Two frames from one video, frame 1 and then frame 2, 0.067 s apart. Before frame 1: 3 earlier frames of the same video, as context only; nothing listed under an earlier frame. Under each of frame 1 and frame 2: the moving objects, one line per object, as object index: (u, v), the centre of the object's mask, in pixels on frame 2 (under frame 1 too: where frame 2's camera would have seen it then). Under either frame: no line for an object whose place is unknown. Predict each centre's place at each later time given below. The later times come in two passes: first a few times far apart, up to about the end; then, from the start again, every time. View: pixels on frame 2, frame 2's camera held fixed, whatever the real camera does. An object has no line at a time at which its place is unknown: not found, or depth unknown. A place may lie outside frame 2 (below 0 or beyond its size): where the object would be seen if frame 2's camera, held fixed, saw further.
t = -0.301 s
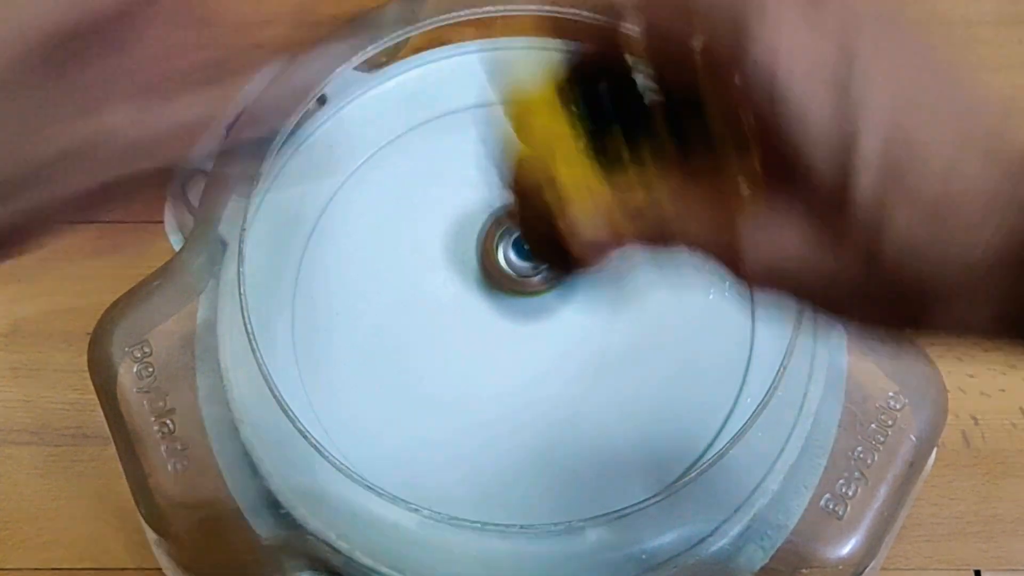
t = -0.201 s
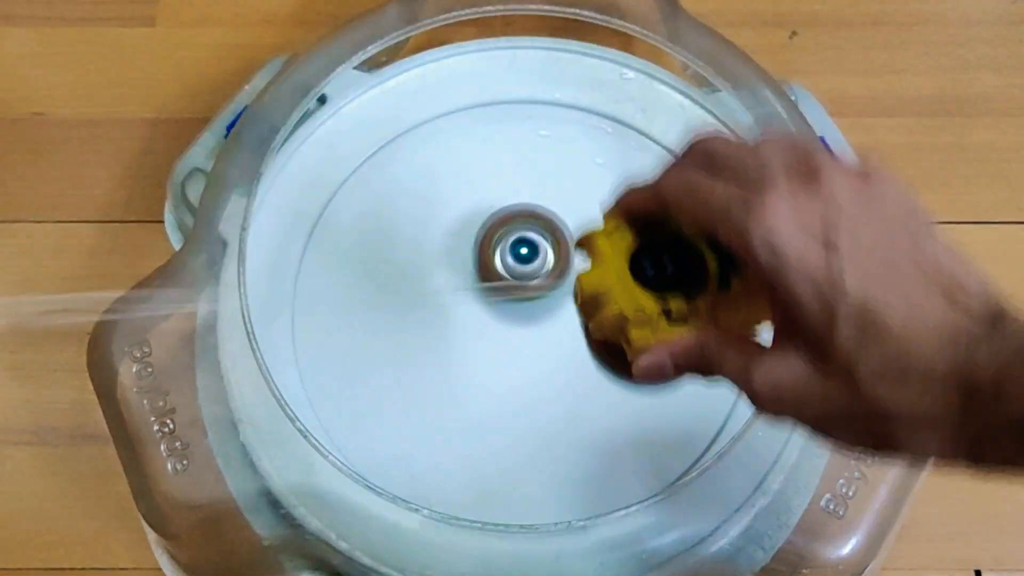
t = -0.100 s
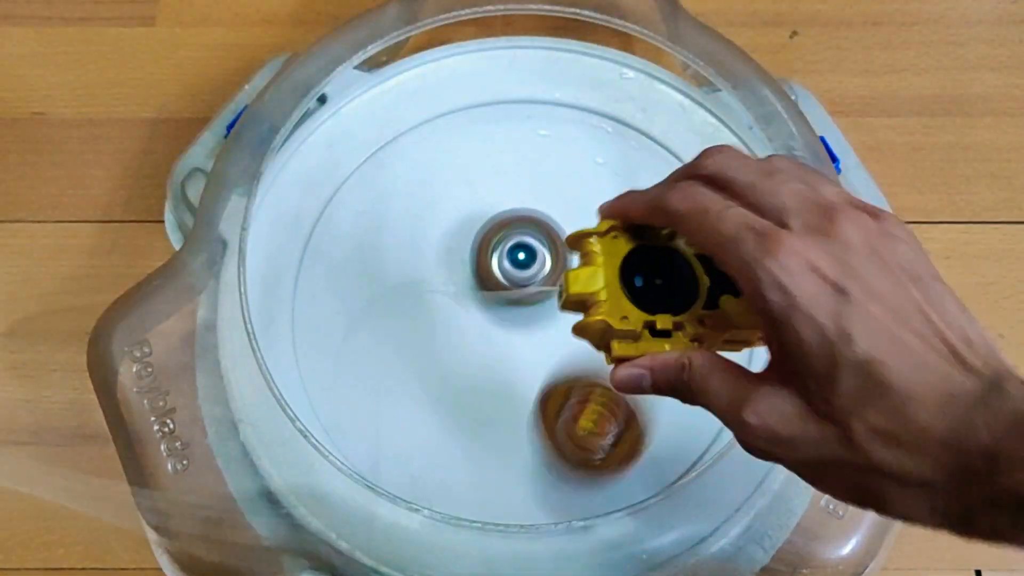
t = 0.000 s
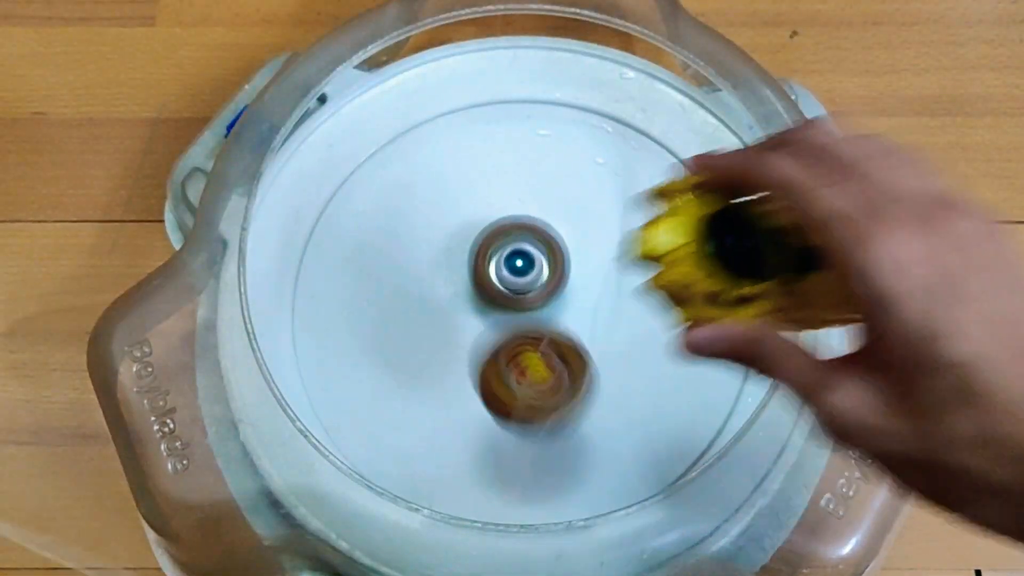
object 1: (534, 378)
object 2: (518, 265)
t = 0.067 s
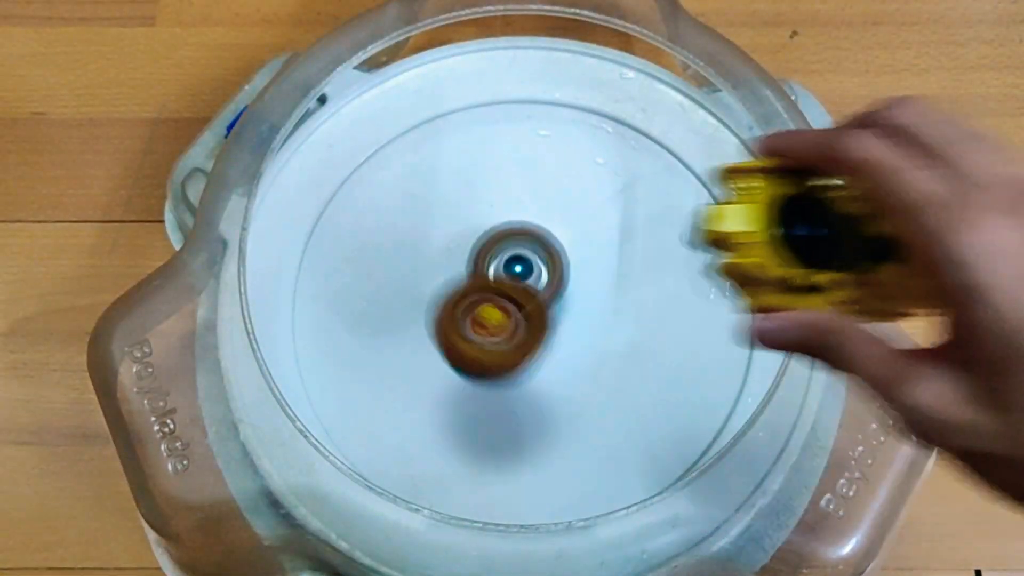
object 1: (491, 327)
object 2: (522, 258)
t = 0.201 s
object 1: (417, 321)
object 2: (523, 245)
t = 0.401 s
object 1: (419, 288)
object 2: (529, 227)
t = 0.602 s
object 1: (410, 374)
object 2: (623, 174)
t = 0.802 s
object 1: (447, 376)
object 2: (633, 227)
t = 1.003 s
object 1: (508, 348)
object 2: (599, 279)
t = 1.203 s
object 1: (480, 413)
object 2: (622, 234)
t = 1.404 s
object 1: (446, 378)
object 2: (597, 260)
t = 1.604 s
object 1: (496, 339)
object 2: (585, 270)
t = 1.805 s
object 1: (532, 357)
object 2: (591, 266)
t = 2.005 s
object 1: (534, 384)
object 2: (575, 273)
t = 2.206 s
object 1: (504, 383)
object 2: (556, 270)
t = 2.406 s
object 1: (442, 404)
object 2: (566, 183)
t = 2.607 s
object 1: (441, 334)
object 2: (548, 212)
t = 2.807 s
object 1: (484, 348)
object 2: (550, 205)
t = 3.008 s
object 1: (499, 391)
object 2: (542, 227)
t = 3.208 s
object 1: (477, 384)
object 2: (530, 253)
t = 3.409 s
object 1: (511, 373)
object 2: (528, 254)
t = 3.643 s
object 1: (533, 380)
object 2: (534, 275)
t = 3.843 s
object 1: (533, 389)
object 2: (538, 273)
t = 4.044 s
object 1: (533, 403)
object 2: (537, 243)
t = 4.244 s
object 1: (507, 377)
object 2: (540, 236)
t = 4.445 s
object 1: (534, 335)
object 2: (540, 223)
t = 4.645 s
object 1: (572, 321)
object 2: (539, 217)
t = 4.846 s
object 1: (598, 320)
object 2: (540, 222)
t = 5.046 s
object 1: (607, 321)
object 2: (541, 229)
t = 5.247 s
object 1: (606, 342)
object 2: (520, 220)
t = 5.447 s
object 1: (559, 359)
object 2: (520, 230)
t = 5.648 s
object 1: (529, 355)
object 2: (509, 215)
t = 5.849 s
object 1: (501, 353)
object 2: (518, 224)
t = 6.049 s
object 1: (499, 336)
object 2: (535, 220)
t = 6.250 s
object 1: (507, 333)
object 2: (546, 222)
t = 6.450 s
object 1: (523, 326)
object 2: (553, 226)
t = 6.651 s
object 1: (534, 341)
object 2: (557, 222)
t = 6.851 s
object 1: (528, 346)
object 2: (555, 228)
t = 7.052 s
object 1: (524, 337)
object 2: (551, 231)
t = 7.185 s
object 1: (513, 350)
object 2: (552, 228)
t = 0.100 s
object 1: (472, 314)
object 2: (525, 262)
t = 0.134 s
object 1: (456, 310)
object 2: (524, 270)
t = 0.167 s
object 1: (431, 324)
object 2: (519, 262)
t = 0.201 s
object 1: (417, 321)
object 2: (523, 245)
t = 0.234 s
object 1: (408, 310)
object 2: (525, 237)
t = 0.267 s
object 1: (401, 307)
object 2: (526, 227)
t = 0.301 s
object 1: (396, 312)
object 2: (527, 223)
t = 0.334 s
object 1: (400, 303)
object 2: (527, 221)
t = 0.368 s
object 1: (408, 293)
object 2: (528, 223)
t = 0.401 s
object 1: (419, 288)
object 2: (529, 227)
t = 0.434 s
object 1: (433, 283)
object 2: (529, 230)
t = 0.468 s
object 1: (432, 291)
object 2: (546, 217)
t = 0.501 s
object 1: (420, 316)
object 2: (570, 197)
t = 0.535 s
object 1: (412, 343)
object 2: (593, 184)
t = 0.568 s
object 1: (410, 355)
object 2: (610, 176)
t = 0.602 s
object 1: (410, 374)
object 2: (623, 174)
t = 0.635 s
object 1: (414, 382)
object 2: (632, 178)
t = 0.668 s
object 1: (420, 390)
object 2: (638, 185)
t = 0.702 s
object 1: (427, 391)
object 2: (640, 193)
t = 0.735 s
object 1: (435, 388)
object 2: (640, 203)
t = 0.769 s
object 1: (442, 383)
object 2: (637, 215)
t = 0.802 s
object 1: (447, 376)
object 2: (633, 227)
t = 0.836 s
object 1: (455, 369)
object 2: (628, 238)
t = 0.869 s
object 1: (465, 363)
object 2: (622, 249)
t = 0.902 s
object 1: (476, 357)
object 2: (616, 258)
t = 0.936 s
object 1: (487, 353)
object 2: (611, 266)
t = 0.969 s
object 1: (498, 350)
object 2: (604, 272)
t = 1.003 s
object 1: (508, 348)
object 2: (599, 279)
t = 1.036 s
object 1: (509, 360)
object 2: (602, 274)
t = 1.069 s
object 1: (504, 379)
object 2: (612, 259)
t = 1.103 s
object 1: (500, 395)
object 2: (619, 246)
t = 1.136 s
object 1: (495, 406)
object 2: (622, 238)
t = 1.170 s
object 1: (488, 411)
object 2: (623, 234)
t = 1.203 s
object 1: (480, 413)
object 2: (622, 234)
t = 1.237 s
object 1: (472, 413)
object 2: (620, 235)
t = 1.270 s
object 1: (464, 411)
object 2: (616, 239)
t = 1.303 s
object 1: (456, 407)
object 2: (612, 243)
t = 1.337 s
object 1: (449, 399)
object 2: (608, 249)
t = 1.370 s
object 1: (446, 389)
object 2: (603, 255)
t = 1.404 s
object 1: (446, 378)
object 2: (597, 260)
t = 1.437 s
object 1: (451, 366)
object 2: (591, 265)
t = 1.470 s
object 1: (460, 355)
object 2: (585, 270)
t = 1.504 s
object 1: (482, 338)
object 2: (574, 278)
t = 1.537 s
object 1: (484, 340)
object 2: (579, 275)
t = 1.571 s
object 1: (489, 340)
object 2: (584, 271)
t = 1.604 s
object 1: (496, 339)
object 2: (585, 270)
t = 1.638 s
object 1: (504, 339)
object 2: (587, 269)
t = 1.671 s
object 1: (510, 343)
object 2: (591, 266)
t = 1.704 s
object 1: (516, 345)
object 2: (592, 264)
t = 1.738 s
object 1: (523, 349)
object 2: (593, 265)
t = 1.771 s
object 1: (528, 352)
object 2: (592, 265)
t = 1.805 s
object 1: (532, 357)
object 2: (591, 266)
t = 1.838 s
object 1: (535, 362)
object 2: (589, 267)
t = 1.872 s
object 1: (538, 367)
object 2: (586, 268)
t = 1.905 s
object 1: (539, 372)
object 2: (585, 269)
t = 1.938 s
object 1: (539, 377)
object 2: (582, 271)
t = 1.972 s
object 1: (537, 381)
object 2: (578, 272)
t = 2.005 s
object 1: (534, 384)
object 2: (575, 273)
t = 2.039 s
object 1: (530, 386)
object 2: (571, 274)
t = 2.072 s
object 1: (525, 386)
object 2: (568, 275)
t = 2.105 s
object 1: (519, 385)
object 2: (565, 277)
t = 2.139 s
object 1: (515, 381)
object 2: (562, 278)
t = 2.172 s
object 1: (511, 376)
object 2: (558, 279)
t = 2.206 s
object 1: (504, 383)
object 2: (556, 270)
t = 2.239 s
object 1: (493, 401)
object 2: (560, 243)
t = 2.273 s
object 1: (482, 414)
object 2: (564, 220)
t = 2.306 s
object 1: (471, 420)
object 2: (566, 204)
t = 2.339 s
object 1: (461, 418)
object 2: (567, 192)
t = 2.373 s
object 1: (451, 413)
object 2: (567, 186)
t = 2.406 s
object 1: (442, 404)
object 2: (566, 183)
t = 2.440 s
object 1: (435, 393)
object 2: (564, 184)
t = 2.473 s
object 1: (430, 382)
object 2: (562, 187)
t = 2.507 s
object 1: (428, 369)
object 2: (558, 192)
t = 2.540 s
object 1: (429, 357)
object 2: (556, 198)
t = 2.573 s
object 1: (434, 344)
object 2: (552, 205)
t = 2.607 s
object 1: (441, 334)
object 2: (548, 212)
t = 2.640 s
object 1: (450, 325)
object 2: (545, 219)
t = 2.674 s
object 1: (460, 316)
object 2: (542, 226)
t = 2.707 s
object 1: (471, 310)
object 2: (540, 230)
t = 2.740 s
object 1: (473, 324)
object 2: (543, 219)
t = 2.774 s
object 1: (477, 337)
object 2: (548, 209)
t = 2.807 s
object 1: (484, 348)
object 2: (550, 205)
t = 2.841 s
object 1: (489, 357)
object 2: (551, 204)
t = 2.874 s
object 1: (494, 365)
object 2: (551, 208)
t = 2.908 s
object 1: (497, 373)
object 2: (550, 213)
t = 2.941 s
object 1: (500, 379)
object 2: (547, 218)
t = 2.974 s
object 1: (500, 385)
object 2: (544, 222)
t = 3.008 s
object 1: (499, 391)
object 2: (542, 227)
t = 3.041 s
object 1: (497, 395)
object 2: (540, 231)
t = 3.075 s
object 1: (494, 398)
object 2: (537, 236)
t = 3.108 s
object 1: (488, 400)
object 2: (535, 240)
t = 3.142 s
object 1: (482, 398)
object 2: (533, 245)
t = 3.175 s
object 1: (478, 392)
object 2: (531, 249)
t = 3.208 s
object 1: (477, 384)
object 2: (530, 253)
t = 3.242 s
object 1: (479, 375)
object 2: (528, 259)
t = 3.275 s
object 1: (485, 367)
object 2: (526, 264)
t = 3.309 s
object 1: (492, 365)
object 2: (525, 262)
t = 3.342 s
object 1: (499, 369)
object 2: (526, 256)
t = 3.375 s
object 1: (505, 371)
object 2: (527, 253)
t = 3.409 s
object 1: (511, 373)
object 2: (528, 254)
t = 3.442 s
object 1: (517, 374)
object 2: (529, 256)
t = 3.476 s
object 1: (521, 375)
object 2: (530, 259)
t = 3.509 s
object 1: (526, 377)
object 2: (530, 263)
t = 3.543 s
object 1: (529, 378)
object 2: (531, 265)
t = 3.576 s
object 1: (531, 379)
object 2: (532, 269)
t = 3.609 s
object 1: (533, 380)
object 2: (533, 272)
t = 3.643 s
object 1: (533, 380)
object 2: (534, 275)
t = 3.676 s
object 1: (535, 385)
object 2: (534, 273)
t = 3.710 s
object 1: (536, 390)
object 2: (535, 269)
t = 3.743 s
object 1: (537, 392)
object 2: (535, 268)
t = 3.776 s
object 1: (536, 392)
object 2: (536, 270)
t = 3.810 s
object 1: (534, 390)
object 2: (537, 271)
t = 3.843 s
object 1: (533, 389)
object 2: (538, 273)
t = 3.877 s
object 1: (532, 386)
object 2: (539, 274)
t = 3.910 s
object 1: (531, 383)
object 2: (539, 275)
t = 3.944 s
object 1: (531, 380)
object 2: (541, 276)
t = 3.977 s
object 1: (533, 388)
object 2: (540, 265)
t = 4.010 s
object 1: (534, 397)
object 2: (539, 251)
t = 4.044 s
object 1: (533, 403)
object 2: (537, 243)
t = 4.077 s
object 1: (529, 406)
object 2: (538, 237)
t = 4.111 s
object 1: (523, 407)
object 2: (539, 236)
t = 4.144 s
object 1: (516, 403)
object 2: (540, 236)
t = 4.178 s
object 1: (510, 396)
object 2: (540, 236)
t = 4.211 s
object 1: (507, 387)
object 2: (540, 236)
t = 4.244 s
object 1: (507, 377)
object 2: (540, 236)
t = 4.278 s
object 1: (508, 367)
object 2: (540, 236)
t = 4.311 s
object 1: (511, 358)
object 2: (541, 236)
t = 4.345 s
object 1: (516, 348)
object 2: (540, 236)
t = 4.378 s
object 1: (521, 340)
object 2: (541, 236)
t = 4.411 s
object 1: (527, 338)
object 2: (540, 230)
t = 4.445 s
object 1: (534, 335)
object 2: (540, 223)
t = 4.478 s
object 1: (540, 332)
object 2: (541, 220)
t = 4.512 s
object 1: (546, 328)
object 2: (542, 220)
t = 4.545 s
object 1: (552, 324)
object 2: (541, 221)
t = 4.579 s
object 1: (559, 322)
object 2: (540, 219)
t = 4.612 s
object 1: (566, 322)
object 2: (539, 217)
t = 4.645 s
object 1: (572, 321)
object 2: (539, 217)
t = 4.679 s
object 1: (577, 321)
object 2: (540, 217)
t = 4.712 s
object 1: (582, 320)
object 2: (540, 218)
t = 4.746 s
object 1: (586, 320)
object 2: (539, 219)
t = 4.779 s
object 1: (590, 320)
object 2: (540, 220)
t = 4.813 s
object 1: (594, 320)
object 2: (540, 221)
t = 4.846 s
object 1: (598, 320)
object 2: (540, 222)
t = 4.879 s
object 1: (601, 320)
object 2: (541, 223)
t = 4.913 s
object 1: (604, 320)
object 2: (541, 224)
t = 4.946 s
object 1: (606, 320)
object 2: (541, 225)
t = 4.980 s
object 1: (607, 320)
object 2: (541, 226)
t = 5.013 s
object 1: (607, 321)
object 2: (541, 228)
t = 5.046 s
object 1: (607, 321)
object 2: (541, 229)
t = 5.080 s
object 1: (605, 321)
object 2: (541, 231)
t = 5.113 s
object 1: (603, 321)
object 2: (541, 232)
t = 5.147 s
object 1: (599, 320)
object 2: (541, 234)
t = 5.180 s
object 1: (602, 325)
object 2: (537, 232)
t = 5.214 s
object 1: (606, 335)
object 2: (526, 223)
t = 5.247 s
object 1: (606, 342)
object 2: (520, 220)
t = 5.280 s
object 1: (602, 348)
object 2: (519, 220)
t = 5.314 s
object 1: (595, 353)
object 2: (520, 222)
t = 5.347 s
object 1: (587, 357)
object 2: (520, 224)
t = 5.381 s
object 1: (578, 359)
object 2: (519, 225)
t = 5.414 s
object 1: (569, 360)
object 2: (519, 228)
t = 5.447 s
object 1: (559, 359)
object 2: (520, 230)
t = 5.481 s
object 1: (550, 356)
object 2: (520, 232)
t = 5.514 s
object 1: (541, 351)
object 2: (521, 234)
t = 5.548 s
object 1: (533, 345)
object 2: (521, 237)
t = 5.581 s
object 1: (529, 341)
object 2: (521, 237)
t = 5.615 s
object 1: (530, 349)
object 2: (514, 223)
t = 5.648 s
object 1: (529, 355)
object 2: (509, 215)
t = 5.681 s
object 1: (525, 359)
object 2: (508, 213)
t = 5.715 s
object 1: (520, 361)
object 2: (509, 215)
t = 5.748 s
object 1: (515, 362)
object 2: (511, 217)
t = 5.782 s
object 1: (509, 361)
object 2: (513, 219)
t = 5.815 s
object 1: (504, 358)
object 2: (515, 221)
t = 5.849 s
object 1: (501, 353)
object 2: (518, 224)
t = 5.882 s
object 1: (499, 346)
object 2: (520, 226)
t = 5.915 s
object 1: (497, 339)
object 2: (523, 229)
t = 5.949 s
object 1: (498, 333)
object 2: (526, 231)
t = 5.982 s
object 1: (498, 334)
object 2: (530, 225)
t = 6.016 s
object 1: (499, 336)
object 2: (533, 221)
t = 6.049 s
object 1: (499, 336)
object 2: (535, 220)
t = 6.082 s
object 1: (500, 337)
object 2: (538, 220)
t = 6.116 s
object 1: (501, 336)
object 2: (540, 221)
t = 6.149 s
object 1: (503, 335)
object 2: (541, 221)
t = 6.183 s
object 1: (504, 334)
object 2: (544, 222)
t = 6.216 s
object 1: (506, 333)
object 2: (545, 222)
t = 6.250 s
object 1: (507, 333)
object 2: (546, 222)
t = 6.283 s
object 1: (509, 332)
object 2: (547, 223)
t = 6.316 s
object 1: (512, 331)
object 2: (549, 224)
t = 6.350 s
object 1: (514, 329)
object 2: (550, 224)
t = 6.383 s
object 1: (517, 328)
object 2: (551, 225)
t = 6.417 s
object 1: (520, 327)
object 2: (552, 226)
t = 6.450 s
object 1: (523, 326)
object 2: (553, 226)
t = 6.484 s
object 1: (526, 325)
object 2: (555, 226)
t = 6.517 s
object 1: (529, 326)
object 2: (554, 225)
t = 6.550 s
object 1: (531, 331)
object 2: (555, 222)
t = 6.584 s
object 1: (533, 334)
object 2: (555, 221)
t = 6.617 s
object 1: (534, 338)
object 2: (557, 222)
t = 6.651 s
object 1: (534, 341)
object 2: (557, 222)
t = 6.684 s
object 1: (534, 343)
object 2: (557, 223)
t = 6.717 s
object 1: (533, 345)
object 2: (557, 223)
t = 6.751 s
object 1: (532, 346)
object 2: (557, 224)
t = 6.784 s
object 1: (531, 347)
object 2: (556, 225)
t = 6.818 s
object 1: (529, 347)
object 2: (555, 227)
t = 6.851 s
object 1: (528, 346)
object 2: (555, 228)
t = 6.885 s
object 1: (527, 345)
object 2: (554, 229)
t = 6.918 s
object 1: (526, 343)
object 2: (554, 230)
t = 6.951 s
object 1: (525, 341)
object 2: (553, 231)
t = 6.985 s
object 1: (525, 338)
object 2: (553, 232)
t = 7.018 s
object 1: (525, 336)
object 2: (552, 234)
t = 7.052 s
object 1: (524, 337)
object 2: (551, 231)
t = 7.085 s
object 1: (522, 342)
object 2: (552, 225)
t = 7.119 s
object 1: (520, 346)
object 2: (551, 225)
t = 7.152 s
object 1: (517, 349)
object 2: (551, 226)
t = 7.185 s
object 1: (513, 350)
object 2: (552, 228)
